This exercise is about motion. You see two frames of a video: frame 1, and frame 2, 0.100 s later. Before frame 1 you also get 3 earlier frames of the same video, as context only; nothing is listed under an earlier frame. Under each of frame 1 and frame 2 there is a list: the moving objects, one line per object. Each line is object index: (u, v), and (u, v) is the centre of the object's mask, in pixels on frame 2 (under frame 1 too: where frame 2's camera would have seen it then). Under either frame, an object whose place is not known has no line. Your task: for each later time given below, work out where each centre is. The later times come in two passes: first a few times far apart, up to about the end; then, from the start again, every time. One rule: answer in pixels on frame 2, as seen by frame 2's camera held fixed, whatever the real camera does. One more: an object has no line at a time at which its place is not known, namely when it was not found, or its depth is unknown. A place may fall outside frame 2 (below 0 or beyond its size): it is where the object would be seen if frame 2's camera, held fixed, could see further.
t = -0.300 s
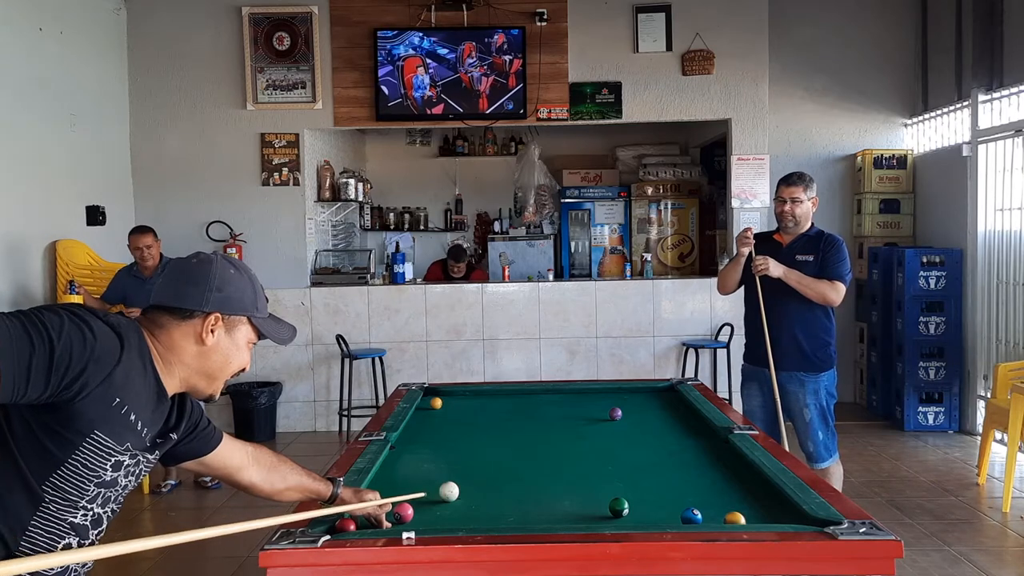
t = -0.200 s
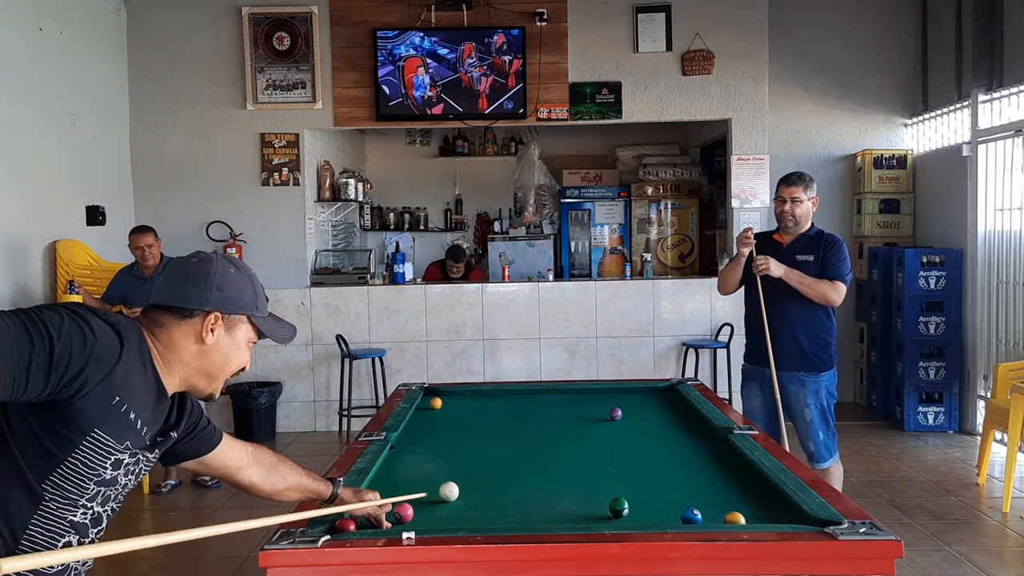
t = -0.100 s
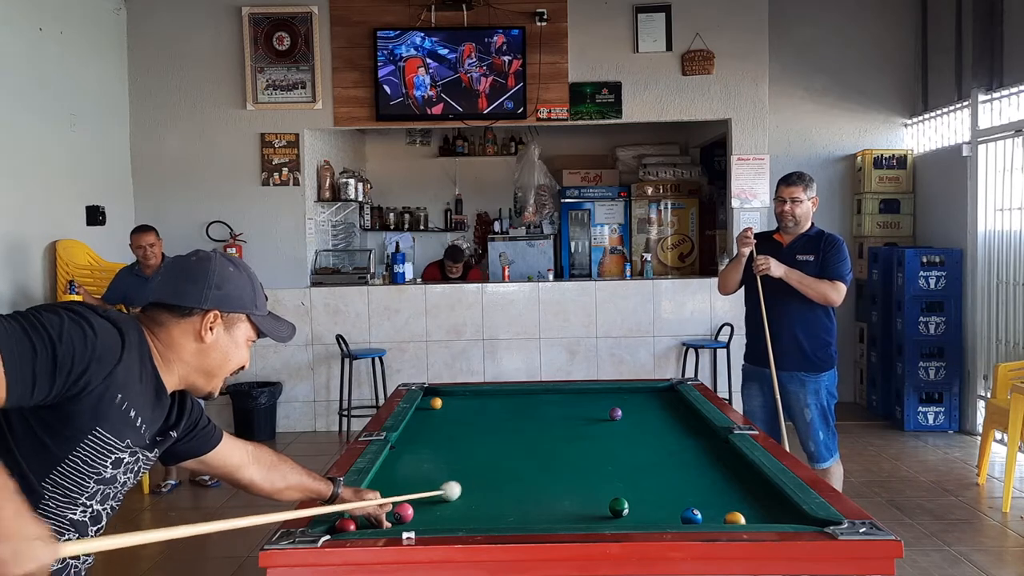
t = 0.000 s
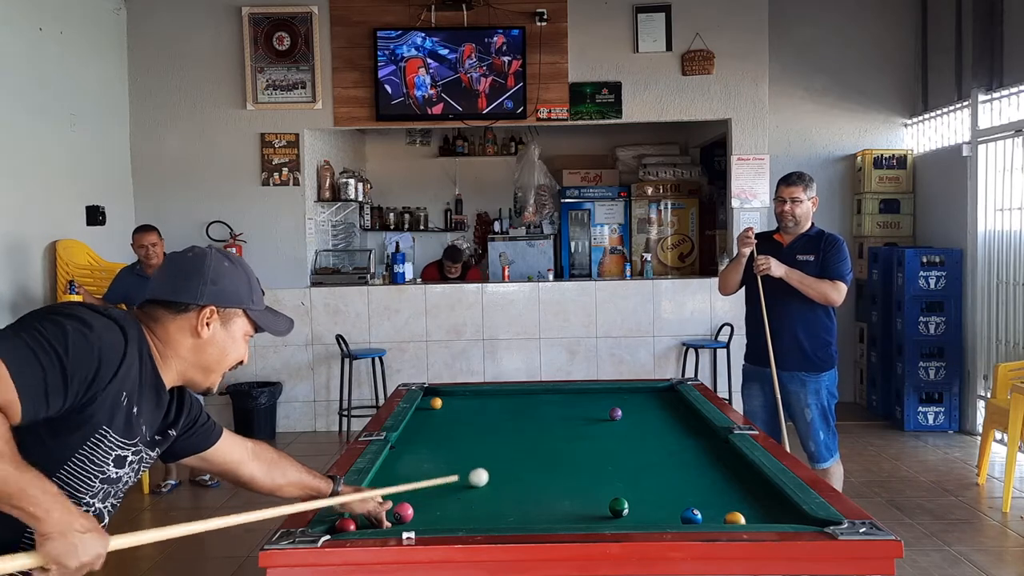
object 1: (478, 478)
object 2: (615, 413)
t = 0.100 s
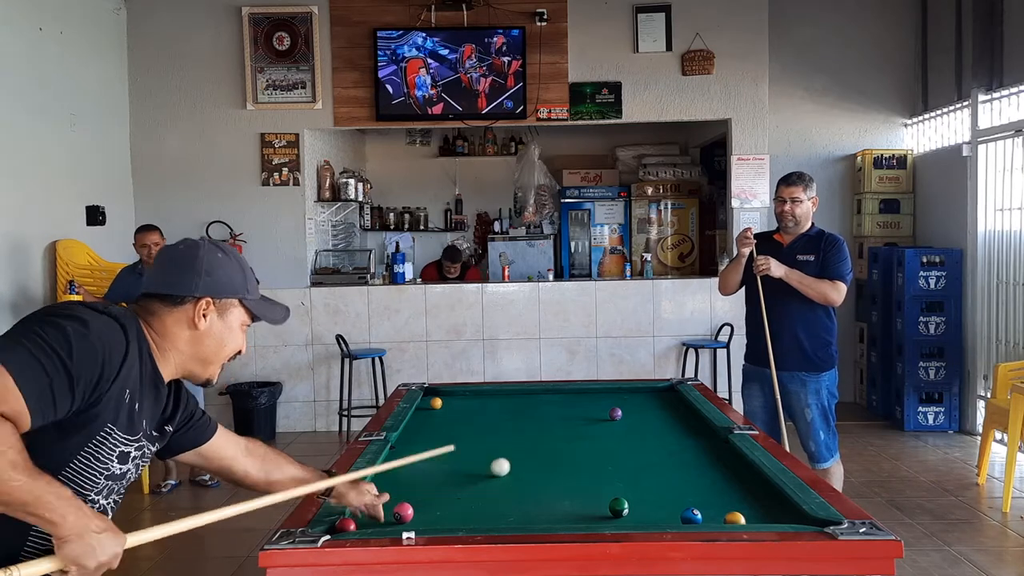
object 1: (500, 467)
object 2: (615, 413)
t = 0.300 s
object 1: (538, 449)
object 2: (615, 413)
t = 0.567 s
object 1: (580, 429)
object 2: (615, 413)
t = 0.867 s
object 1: (609, 415)
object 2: (626, 410)
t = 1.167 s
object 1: (615, 409)
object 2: (652, 400)
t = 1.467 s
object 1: (620, 405)
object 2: (672, 390)
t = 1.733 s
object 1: (624, 401)
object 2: (658, 388)
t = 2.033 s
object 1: (627, 398)
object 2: (652, 391)
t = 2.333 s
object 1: (630, 395)
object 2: (646, 395)
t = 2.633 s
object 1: (632, 392)
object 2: (640, 400)
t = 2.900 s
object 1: (633, 391)
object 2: (636, 403)
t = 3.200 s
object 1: (634, 389)
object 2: (630, 406)
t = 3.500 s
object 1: (635, 388)
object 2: (625, 409)
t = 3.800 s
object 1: (636, 388)
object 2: (620, 412)
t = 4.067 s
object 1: (636, 388)
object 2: (616, 414)
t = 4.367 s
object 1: (636, 388)
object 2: (613, 415)
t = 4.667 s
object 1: (635, 388)
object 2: (610, 417)
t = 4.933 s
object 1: (636, 388)
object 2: (608, 417)
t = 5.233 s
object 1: (636, 388)
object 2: (608, 417)
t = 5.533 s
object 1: (635, 388)
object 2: (608, 417)
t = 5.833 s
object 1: (635, 388)
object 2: (608, 417)
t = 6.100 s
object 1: (636, 388)
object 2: (608, 417)
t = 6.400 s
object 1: (636, 388)
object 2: (608, 417)
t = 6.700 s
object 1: (635, 388)
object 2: (608, 417)
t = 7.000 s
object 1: (635, 388)
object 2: (608, 418)
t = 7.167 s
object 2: (608, 417)
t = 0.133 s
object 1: (507, 464)
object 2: (615, 413)
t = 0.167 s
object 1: (513, 461)
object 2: (615, 413)
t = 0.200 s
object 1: (520, 458)
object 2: (615, 413)
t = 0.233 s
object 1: (526, 455)
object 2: (615, 413)
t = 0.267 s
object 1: (532, 452)
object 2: (615, 413)
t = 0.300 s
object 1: (538, 449)
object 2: (615, 413)
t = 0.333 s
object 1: (544, 446)
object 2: (615, 413)
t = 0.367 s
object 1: (549, 444)
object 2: (615, 413)
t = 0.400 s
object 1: (555, 441)
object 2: (615, 413)
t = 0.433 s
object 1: (560, 439)
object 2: (615, 413)
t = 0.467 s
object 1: (565, 436)
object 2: (615, 413)
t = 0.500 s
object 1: (570, 434)
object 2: (615, 413)
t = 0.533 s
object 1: (575, 432)
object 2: (615, 413)
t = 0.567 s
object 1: (580, 429)
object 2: (615, 413)
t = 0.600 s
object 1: (584, 427)
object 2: (615, 413)
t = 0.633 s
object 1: (589, 425)
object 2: (615, 413)
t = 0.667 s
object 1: (593, 423)
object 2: (615, 413)
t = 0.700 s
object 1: (597, 421)
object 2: (615, 414)
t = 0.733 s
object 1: (601, 419)
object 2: (615, 413)
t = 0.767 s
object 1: (605, 417)
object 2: (617, 413)
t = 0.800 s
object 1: (608, 415)
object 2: (618, 412)
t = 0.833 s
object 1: (609, 415)
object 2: (621, 411)
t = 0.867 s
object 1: (609, 415)
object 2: (626, 410)
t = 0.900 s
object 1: (610, 414)
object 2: (629, 409)
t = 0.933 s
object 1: (611, 414)
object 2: (632, 407)
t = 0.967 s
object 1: (611, 413)
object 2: (635, 406)
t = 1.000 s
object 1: (612, 412)
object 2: (638, 405)
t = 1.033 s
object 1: (613, 412)
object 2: (641, 404)
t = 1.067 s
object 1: (613, 411)
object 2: (644, 403)
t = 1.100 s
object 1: (614, 411)
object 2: (646, 402)
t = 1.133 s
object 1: (615, 410)
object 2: (649, 401)
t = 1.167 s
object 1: (615, 409)
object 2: (652, 400)
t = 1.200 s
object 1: (616, 409)
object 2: (654, 399)
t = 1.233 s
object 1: (617, 408)
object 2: (657, 398)
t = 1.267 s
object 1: (617, 408)
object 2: (659, 397)
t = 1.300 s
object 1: (618, 407)
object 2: (662, 396)
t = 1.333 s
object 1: (619, 407)
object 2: (663, 394)
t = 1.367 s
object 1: (619, 406)
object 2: (666, 393)
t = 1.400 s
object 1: (619, 406)
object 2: (668, 392)
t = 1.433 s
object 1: (620, 405)
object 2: (670, 391)
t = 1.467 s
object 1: (620, 405)
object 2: (672, 390)
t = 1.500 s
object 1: (621, 404)
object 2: (670, 390)
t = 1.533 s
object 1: (621, 404)
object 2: (669, 389)
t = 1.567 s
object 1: (622, 403)
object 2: (666, 389)
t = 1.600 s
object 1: (622, 403)
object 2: (665, 388)
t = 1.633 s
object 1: (623, 403)
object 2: (663, 388)
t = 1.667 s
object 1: (623, 402)
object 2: (661, 388)
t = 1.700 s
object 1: (624, 402)
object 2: (659, 387)
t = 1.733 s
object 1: (624, 401)
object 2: (658, 388)
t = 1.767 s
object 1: (625, 401)
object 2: (657, 388)
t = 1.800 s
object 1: (625, 400)
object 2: (656, 388)
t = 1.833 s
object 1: (625, 400)
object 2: (656, 389)
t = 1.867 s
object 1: (626, 399)
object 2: (655, 389)
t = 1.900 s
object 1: (626, 399)
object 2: (655, 390)
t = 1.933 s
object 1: (626, 399)
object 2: (654, 390)
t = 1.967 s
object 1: (626, 398)
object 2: (654, 390)
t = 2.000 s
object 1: (627, 398)
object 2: (653, 391)
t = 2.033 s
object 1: (627, 398)
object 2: (652, 391)
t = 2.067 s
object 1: (628, 397)
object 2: (651, 392)
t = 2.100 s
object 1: (628, 397)
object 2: (651, 392)
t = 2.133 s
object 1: (628, 397)
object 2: (650, 393)
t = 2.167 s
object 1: (628, 396)
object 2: (648, 394)
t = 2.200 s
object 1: (629, 396)
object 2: (648, 394)
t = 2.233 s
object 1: (629, 395)
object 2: (647, 394)
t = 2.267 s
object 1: (629, 395)
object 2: (647, 395)
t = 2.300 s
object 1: (629, 395)
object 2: (646, 395)
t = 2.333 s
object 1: (630, 395)
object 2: (646, 395)
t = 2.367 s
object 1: (630, 394)
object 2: (646, 396)
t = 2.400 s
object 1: (630, 394)
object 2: (645, 397)
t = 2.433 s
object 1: (631, 394)
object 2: (645, 397)
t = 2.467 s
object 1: (631, 394)
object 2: (644, 398)
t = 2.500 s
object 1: (631, 393)
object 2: (644, 398)
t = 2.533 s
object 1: (631, 393)
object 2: (642, 399)
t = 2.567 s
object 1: (631, 393)
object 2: (642, 399)
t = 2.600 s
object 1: (632, 392)
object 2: (641, 399)
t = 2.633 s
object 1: (632, 392)
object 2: (640, 400)
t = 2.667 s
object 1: (632, 392)
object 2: (640, 400)
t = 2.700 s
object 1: (632, 392)
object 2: (639, 401)
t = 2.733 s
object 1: (632, 391)
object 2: (639, 401)
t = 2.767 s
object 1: (633, 391)
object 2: (638, 402)
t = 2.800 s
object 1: (633, 391)
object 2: (638, 402)
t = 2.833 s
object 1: (633, 391)
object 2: (637, 402)
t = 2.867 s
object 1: (633, 391)
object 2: (637, 403)
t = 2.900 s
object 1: (633, 391)
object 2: (636, 403)
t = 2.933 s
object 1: (634, 391)
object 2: (635, 404)
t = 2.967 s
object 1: (633, 390)
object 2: (634, 404)
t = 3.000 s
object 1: (634, 390)
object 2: (634, 404)
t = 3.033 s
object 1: (634, 390)
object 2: (633, 405)
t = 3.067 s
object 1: (634, 390)
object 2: (632, 405)
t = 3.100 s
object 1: (634, 390)
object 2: (632, 405)
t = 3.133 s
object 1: (634, 390)
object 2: (631, 406)
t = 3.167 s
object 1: (634, 389)
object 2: (630, 406)
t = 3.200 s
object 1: (634, 389)
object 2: (630, 406)
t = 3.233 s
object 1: (634, 389)
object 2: (629, 407)
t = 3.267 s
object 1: (635, 389)
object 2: (629, 407)
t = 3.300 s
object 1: (635, 389)
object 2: (628, 407)
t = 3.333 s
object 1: (635, 389)
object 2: (628, 408)
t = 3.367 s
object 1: (635, 389)
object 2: (627, 408)
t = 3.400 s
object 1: (635, 389)
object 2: (627, 408)
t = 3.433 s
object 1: (635, 388)
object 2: (626, 409)
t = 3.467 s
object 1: (635, 388)
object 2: (625, 409)
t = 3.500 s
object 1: (635, 388)
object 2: (625, 409)
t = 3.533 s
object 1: (635, 388)
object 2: (624, 409)
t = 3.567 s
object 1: (635, 388)
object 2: (623, 410)
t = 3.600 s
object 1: (635, 388)
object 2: (623, 410)
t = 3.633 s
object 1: (635, 388)
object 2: (622, 410)
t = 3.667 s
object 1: (635, 388)
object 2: (622, 411)
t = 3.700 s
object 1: (636, 388)
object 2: (621, 411)
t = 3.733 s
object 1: (636, 388)
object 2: (621, 411)
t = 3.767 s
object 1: (636, 388)
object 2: (620, 412)
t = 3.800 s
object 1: (636, 388)
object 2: (620, 412)
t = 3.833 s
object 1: (636, 388)
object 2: (619, 412)
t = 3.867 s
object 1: (636, 388)
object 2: (619, 412)
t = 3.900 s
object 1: (636, 388)
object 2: (618, 412)
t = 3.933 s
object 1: (636, 388)
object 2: (618, 413)
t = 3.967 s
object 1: (636, 388)
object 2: (617, 413)
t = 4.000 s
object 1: (636, 388)
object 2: (617, 414)
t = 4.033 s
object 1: (636, 388)
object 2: (617, 414)
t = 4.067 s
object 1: (636, 388)
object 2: (616, 414)
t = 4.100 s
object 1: (636, 388)
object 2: (616, 414)
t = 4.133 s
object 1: (636, 388)
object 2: (615, 414)
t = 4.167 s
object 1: (636, 388)
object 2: (615, 414)
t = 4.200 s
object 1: (636, 388)
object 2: (615, 415)
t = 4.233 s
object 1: (636, 388)
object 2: (614, 415)
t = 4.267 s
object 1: (636, 388)
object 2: (614, 415)
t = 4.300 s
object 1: (636, 388)
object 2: (613, 415)
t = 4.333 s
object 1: (636, 388)
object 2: (613, 415)
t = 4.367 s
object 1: (636, 388)
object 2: (613, 415)
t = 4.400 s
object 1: (636, 388)
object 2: (612, 415)
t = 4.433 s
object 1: (635, 388)
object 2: (612, 416)
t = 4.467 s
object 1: (635, 388)
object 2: (612, 416)
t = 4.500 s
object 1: (636, 388)
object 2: (611, 416)
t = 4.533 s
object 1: (635, 388)
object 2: (611, 416)
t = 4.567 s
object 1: (635, 388)
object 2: (611, 416)
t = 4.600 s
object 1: (635, 388)
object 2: (610, 416)
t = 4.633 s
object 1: (635, 388)
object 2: (610, 417)
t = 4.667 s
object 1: (635, 388)
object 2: (610, 417)
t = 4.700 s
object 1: (635, 388)
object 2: (610, 417)
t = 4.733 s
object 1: (635, 388)
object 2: (609, 417)
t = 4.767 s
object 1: (635, 388)
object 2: (609, 417)
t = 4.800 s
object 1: (635, 388)
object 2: (609, 417)
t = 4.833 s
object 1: (636, 388)
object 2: (609, 417)
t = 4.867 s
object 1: (635, 388)
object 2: (609, 417)
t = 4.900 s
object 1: (635, 388)
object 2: (608, 417)
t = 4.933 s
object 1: (636, 388)
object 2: (608, 417)
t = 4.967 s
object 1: (636, 388)
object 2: (608, 417)
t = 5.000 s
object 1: (636, 388)
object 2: (608, 417)
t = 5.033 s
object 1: (636, 388)
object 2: (608, 417)
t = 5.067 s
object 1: (635, 388)
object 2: (608, 417)
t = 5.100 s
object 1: (636, 388)
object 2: (608, 417)
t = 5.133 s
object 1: (636, 388)
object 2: (608, 417)
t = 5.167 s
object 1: (636, 388)
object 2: (608, 417)
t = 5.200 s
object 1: (636, 388)
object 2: (608, 417)
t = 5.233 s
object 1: (636, 388)
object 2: (608, 417)
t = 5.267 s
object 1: (636, 388)
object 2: (608, 417)
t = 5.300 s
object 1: (635, 388)
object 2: (608, 417)
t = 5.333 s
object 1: (635, 388)
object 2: (608, 417)
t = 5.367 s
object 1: (635, 388)
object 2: (608, 417)
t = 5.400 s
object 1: (635, 388)
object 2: (608, 417)
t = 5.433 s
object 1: (635, 388)
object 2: (608, 417)
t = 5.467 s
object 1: (635, 388)
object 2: (608, 417)
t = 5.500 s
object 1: (635, 388)
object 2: (608, 417)
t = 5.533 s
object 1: (635, 388)
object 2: (608, 417)
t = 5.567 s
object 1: (635, 388)
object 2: (608, 417)
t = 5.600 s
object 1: (635, 388)
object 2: (608, 417)
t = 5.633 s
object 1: (635, 388)
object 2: (608, 417)
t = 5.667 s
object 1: (635, 388)
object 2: (608, 417)
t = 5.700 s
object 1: (635, 388)
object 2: (608, 417)
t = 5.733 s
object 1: (635, 388)
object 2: (608, 417)
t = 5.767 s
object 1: (635, 388)
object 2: (608, 417)
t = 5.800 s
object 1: (635, 388)
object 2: (608, 417)
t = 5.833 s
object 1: (635, 388)
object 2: (608, 417)
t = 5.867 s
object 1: (635, 388)
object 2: (608, 417)
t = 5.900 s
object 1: (635, 388)
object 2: (608, 417)
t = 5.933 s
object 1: (635, 388)
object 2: (608, 417)
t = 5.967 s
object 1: (636, 388)
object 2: (608, 417)
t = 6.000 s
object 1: (636, 388)
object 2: (608, 417)
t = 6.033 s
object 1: (636, 388)
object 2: (608, 417)
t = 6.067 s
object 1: (636, 388)
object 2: (608, 417)
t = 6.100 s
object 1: (636, 388)
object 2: (608, 417)
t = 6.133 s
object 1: (636, 388)
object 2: (608, 417)
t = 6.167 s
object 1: (636, 388)
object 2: (608, 417)
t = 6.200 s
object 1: (636, 388)
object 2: (608, 417)
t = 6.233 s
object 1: (635, 388)
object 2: (608, 418)
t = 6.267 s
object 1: (636, 388)
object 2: (608, 418)
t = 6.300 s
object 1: (636, 388)
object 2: (608, 417)
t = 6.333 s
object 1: (636, 388)
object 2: (608, 417)
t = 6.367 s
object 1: (636, 388)
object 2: (608, 418)
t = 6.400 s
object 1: (636, 388)
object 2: (608, 417)
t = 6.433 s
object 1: (636, 388)
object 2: (608, 417)
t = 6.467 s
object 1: (636, 388)
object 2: (608, 418)
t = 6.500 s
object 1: (635, 388)
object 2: (608, 418)
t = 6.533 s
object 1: (635, 388)
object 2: (608, 418)
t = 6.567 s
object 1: (635, 388)
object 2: (608, 417)
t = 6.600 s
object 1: (635, 388)
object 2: (608, 417)
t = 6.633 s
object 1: (635, 388)
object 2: (608, 418)
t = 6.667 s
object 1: (635, 388)
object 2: (608, 418)
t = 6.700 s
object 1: (635, 388)
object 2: (608, 417)
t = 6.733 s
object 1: (635, 388)
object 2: (608, 418)
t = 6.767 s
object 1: (635, 388)
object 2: (608, 417)
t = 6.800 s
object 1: (635, 388)
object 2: (608, 417)
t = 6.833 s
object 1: (635, 388)
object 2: (608, 418)
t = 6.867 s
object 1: (635, 388)
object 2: (608, 418)
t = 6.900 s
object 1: (635, 388)
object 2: (608, 418)
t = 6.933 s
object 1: (635, 388)
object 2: (608, 418)
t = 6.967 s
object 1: (635, 388)
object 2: (608, 418)
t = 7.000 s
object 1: (635, 388)
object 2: (608, 418)
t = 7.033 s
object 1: (636, 388)
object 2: (608, 418)
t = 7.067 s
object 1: (635, 388)
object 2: (608, 418)
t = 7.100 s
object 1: (636, 388)
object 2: (608, 418)
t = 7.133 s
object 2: (608, 418)
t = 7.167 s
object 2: (608, 417)
